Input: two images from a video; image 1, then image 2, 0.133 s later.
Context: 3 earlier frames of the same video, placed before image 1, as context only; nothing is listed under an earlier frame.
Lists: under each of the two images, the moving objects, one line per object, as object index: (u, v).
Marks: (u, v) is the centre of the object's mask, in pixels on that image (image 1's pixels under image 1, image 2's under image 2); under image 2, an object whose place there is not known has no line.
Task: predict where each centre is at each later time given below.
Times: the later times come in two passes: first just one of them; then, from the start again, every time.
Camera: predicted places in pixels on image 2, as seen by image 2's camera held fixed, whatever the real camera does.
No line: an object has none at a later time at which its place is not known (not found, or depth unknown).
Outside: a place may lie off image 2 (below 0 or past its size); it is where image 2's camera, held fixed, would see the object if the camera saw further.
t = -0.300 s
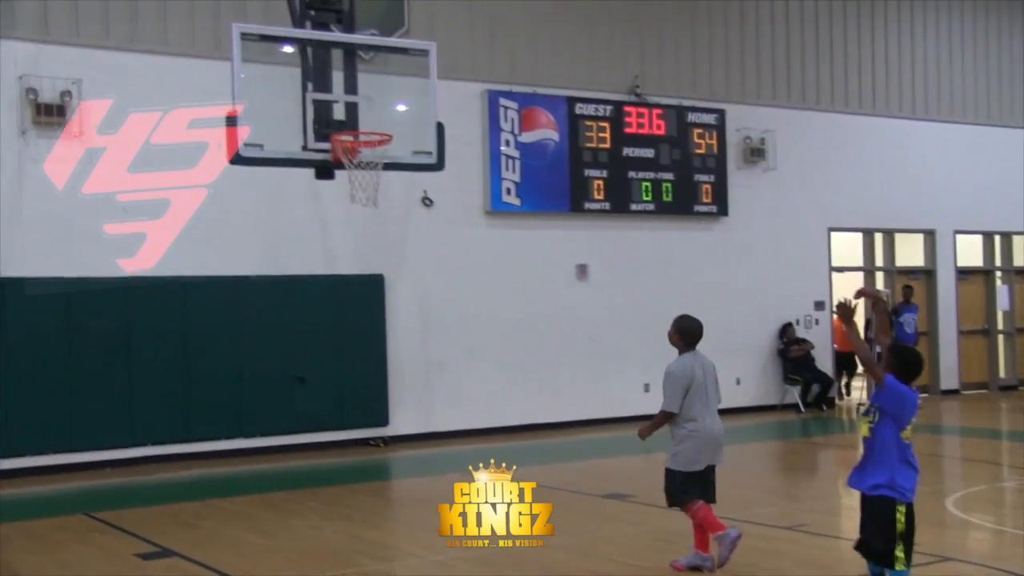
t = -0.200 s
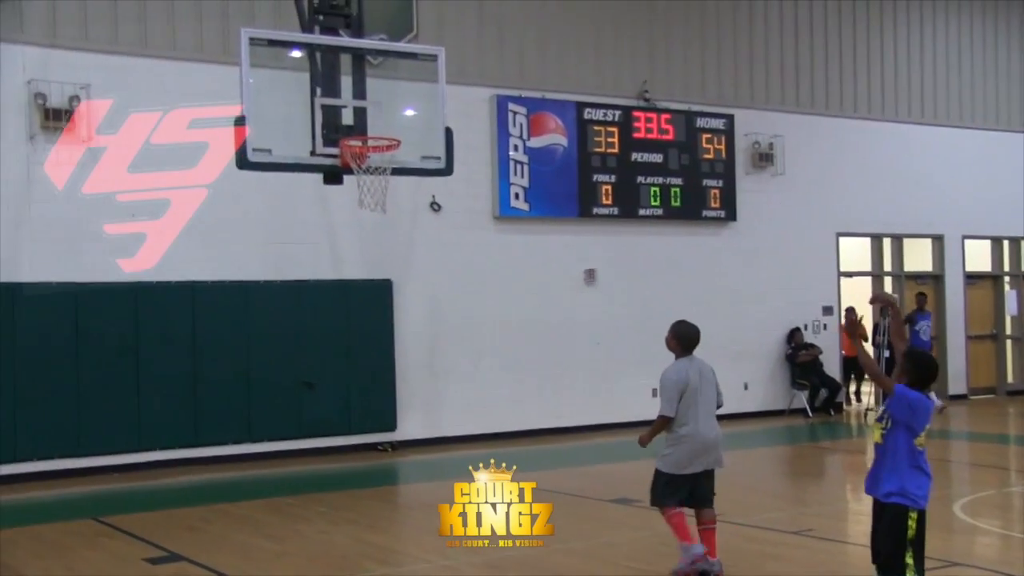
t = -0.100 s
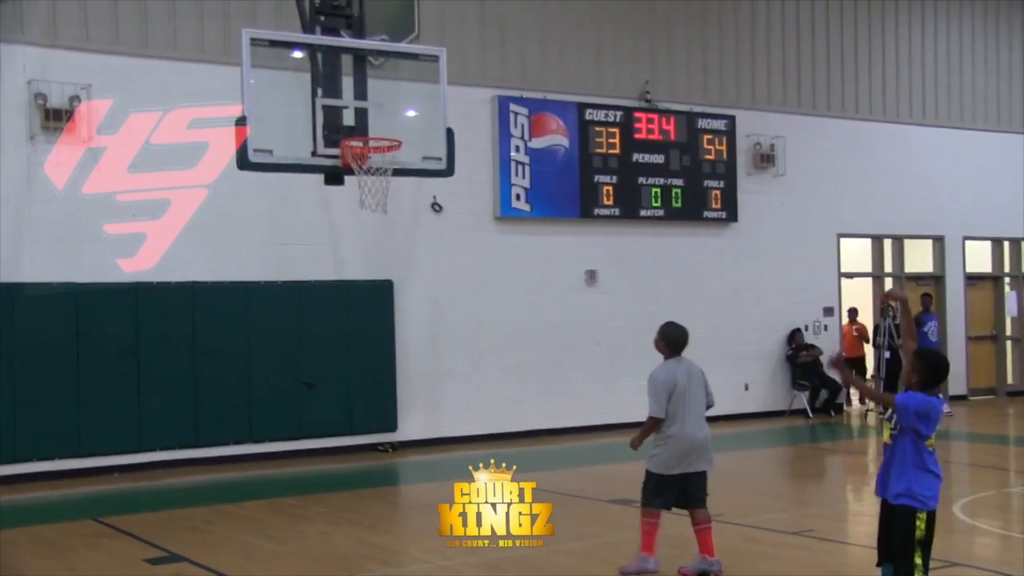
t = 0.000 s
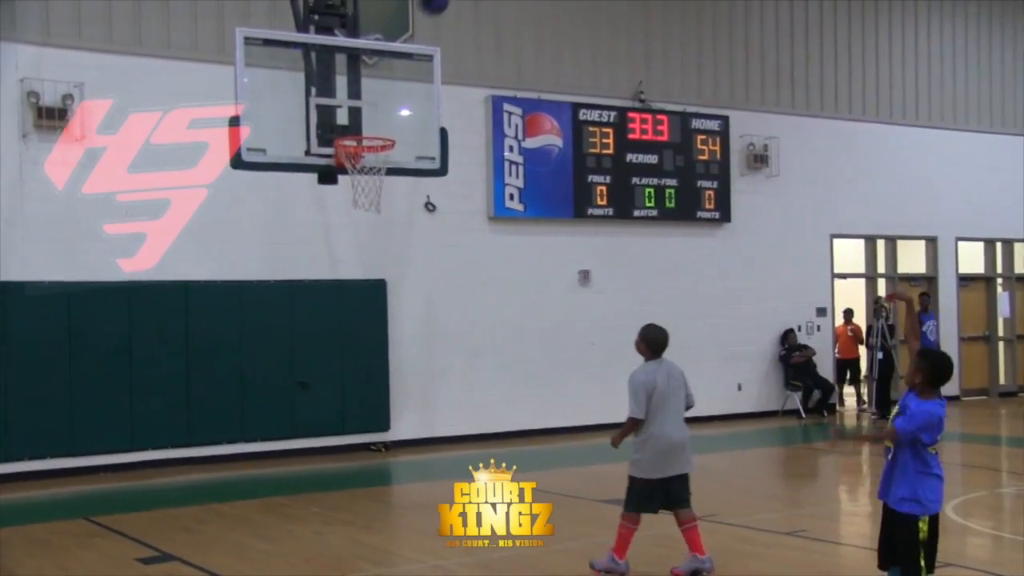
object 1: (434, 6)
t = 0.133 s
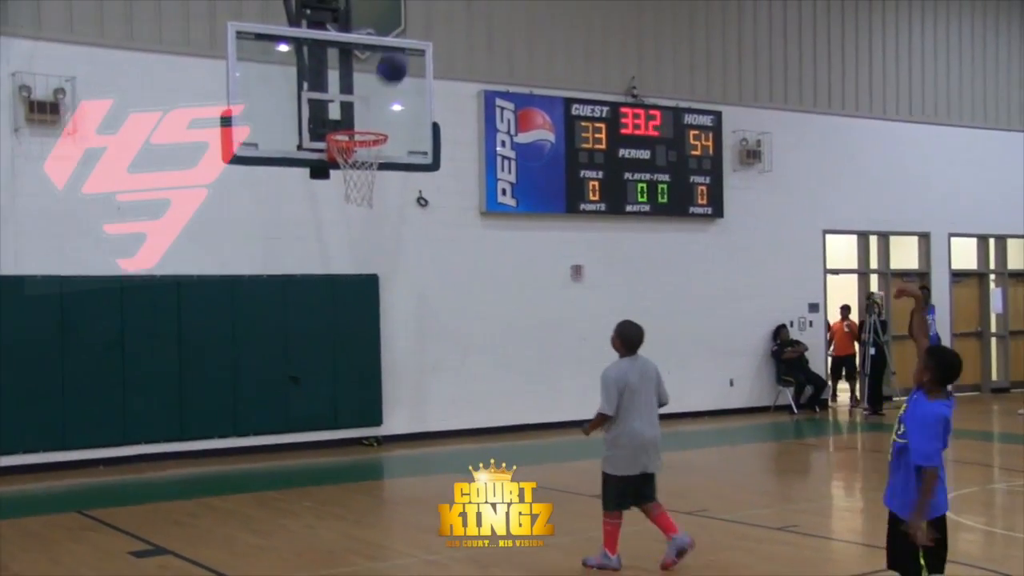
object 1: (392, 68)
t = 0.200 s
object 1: (377, 111)
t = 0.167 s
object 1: (385, 89)
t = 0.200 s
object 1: (377, 111)
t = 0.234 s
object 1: (370, 132)
